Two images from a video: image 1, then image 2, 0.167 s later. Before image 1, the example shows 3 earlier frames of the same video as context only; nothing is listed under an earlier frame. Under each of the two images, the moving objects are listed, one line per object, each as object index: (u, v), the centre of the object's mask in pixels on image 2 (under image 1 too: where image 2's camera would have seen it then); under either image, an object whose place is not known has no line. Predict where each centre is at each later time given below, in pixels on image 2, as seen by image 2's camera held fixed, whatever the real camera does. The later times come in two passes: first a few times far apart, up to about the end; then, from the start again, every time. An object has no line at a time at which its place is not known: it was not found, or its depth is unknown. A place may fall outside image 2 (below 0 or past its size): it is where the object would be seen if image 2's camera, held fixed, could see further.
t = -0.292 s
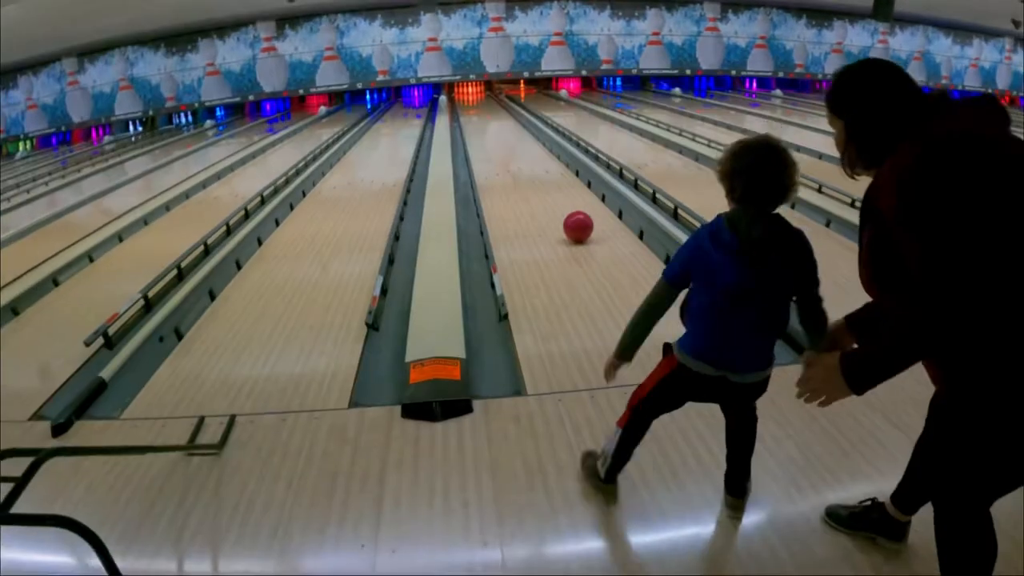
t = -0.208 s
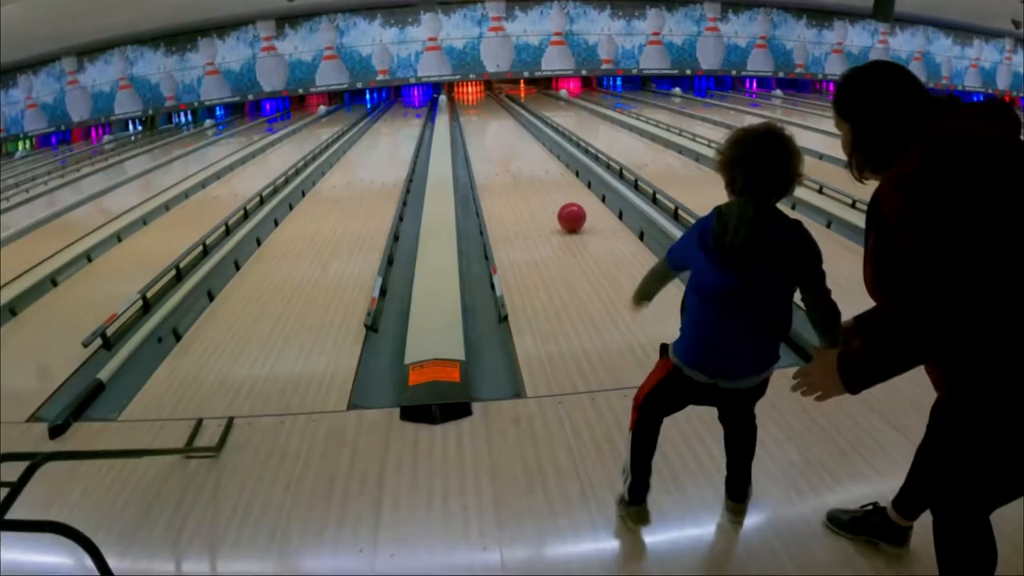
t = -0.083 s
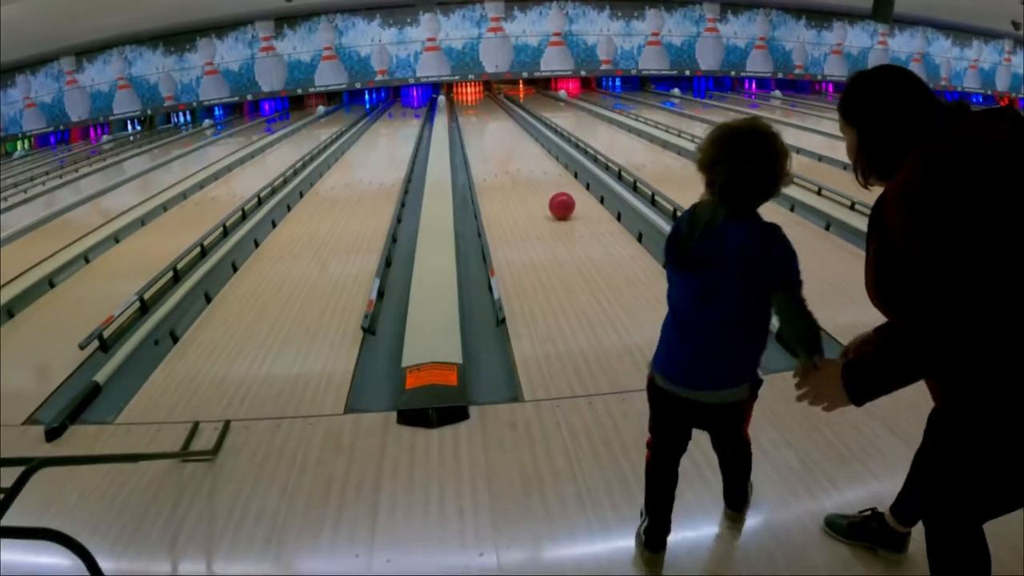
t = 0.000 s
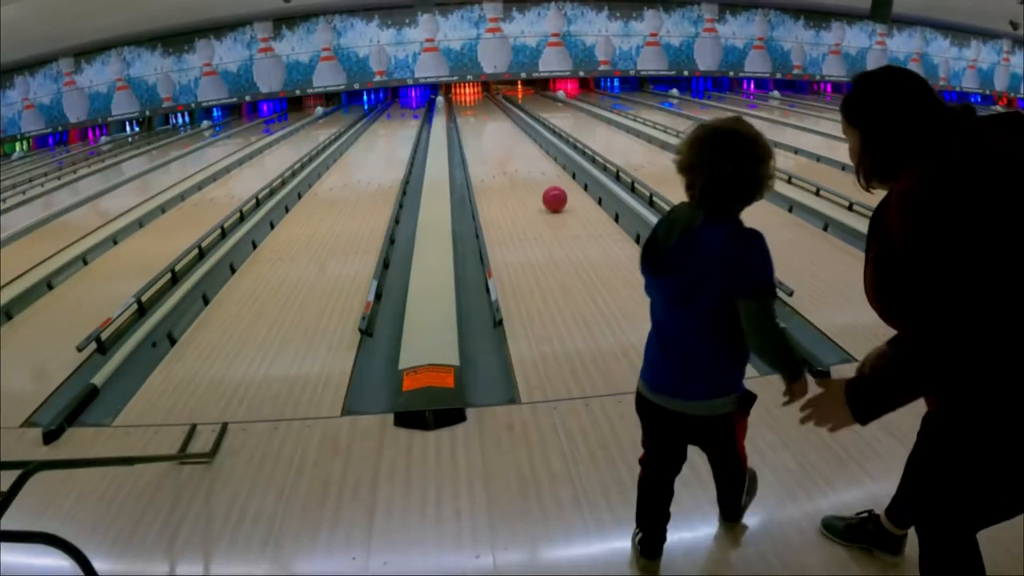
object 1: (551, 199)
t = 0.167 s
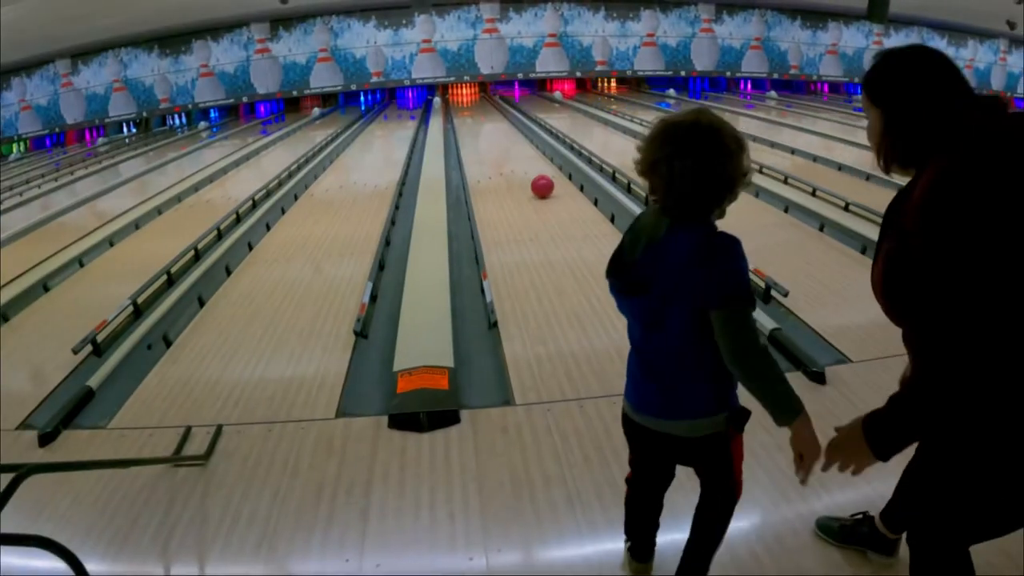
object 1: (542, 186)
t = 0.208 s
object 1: (540, 183)
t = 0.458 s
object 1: (530, 168)
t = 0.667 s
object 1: (524, 159)
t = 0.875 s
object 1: (519, 151)
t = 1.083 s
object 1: (514, 144)
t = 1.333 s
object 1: (510, 137)
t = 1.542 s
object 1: (507, 133)
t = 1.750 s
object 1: (504, 130)
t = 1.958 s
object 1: (502, 127)
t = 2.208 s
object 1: (501, 127)
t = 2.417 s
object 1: (499, 125)
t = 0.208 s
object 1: (540, 183)
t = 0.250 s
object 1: (538, 180)
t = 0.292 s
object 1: (536, 178)
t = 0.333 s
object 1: (535, 175)
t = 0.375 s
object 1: (533, 173)
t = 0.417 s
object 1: (531, 171)
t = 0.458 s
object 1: (530, 168)
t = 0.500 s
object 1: (529, 166)
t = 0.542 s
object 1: (527, 164)
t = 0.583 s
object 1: (526, 162)
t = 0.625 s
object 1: (525, 160)
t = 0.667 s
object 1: (524, 159)
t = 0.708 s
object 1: (523, 157)
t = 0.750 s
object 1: (521, 155)
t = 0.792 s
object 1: (520, 153)
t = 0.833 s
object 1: (519, 152)
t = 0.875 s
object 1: (519, 151)
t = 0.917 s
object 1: (518, 149)
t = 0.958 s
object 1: (517, 148)
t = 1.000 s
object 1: (516, 146)
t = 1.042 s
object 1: (515, 145)
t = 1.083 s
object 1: (514, 144)
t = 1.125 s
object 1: (513, 142)
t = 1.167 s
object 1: (513, 141)
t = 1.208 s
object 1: (512, 140)
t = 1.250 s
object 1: (511, 139)
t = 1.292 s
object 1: (510, 138)
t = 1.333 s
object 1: (510, 137)
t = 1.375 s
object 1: (509, 136)
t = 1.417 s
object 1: (508, 136)
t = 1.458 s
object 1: (508, 135)
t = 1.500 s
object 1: (507, 134)
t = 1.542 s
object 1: (507, 133)
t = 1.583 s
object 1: (506, 133)
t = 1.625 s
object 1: (505, 132)
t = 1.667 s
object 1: (505, 131)
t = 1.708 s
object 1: (504, 130)
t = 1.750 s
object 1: (504, 130)
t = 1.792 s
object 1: (503, 129)
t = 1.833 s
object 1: (503, 128)
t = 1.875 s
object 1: (502, 128)
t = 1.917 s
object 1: (502, 127)
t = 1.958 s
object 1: (502, 127)
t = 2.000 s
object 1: (502, 127)
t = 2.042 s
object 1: (501, 127)
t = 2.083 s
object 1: (501, 127)
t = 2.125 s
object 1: (501, 127)
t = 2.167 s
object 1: (501, 127)
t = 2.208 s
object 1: (501, 127)
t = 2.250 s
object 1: (500, 127)
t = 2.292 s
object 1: (500, 126)
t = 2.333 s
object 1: (500, 126)
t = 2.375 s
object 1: (499, 126)
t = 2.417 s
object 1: (499, 125)
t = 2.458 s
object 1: (499, 125)
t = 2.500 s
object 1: (499, 125)
